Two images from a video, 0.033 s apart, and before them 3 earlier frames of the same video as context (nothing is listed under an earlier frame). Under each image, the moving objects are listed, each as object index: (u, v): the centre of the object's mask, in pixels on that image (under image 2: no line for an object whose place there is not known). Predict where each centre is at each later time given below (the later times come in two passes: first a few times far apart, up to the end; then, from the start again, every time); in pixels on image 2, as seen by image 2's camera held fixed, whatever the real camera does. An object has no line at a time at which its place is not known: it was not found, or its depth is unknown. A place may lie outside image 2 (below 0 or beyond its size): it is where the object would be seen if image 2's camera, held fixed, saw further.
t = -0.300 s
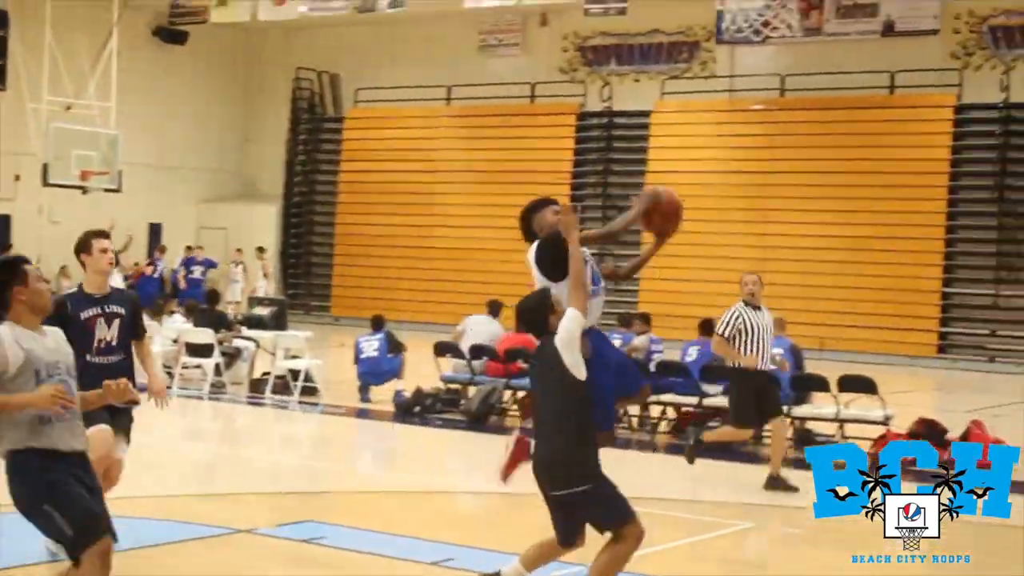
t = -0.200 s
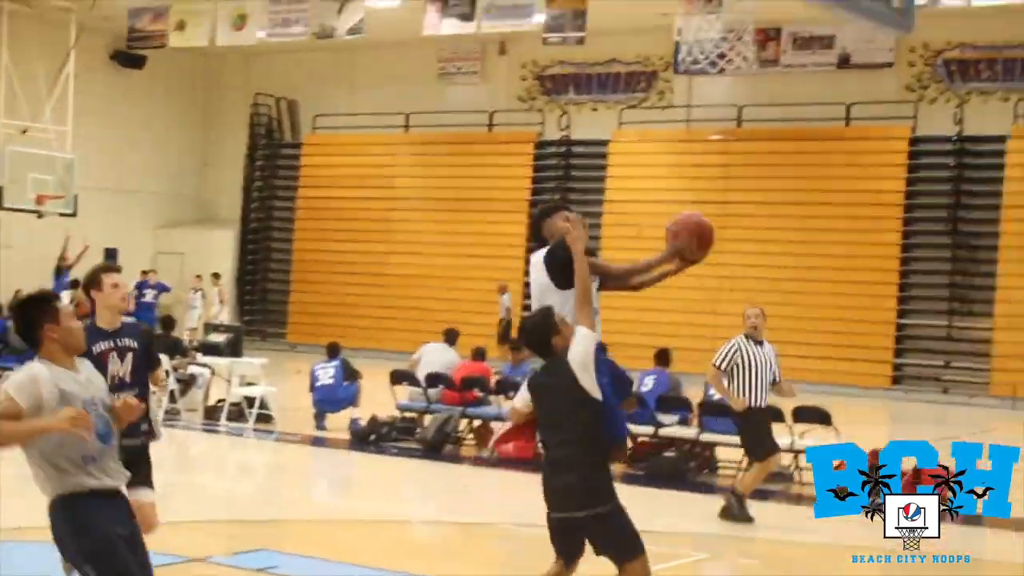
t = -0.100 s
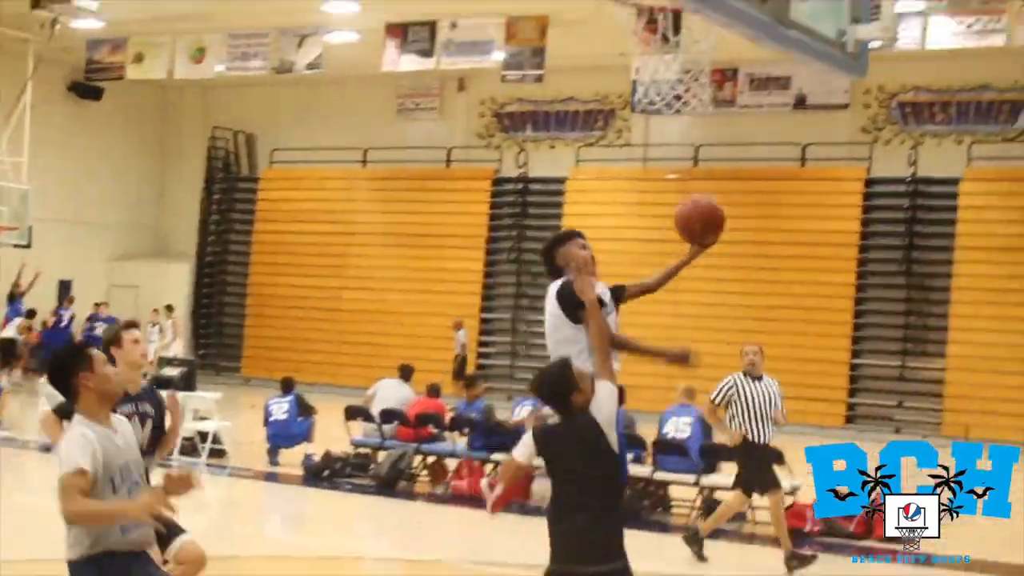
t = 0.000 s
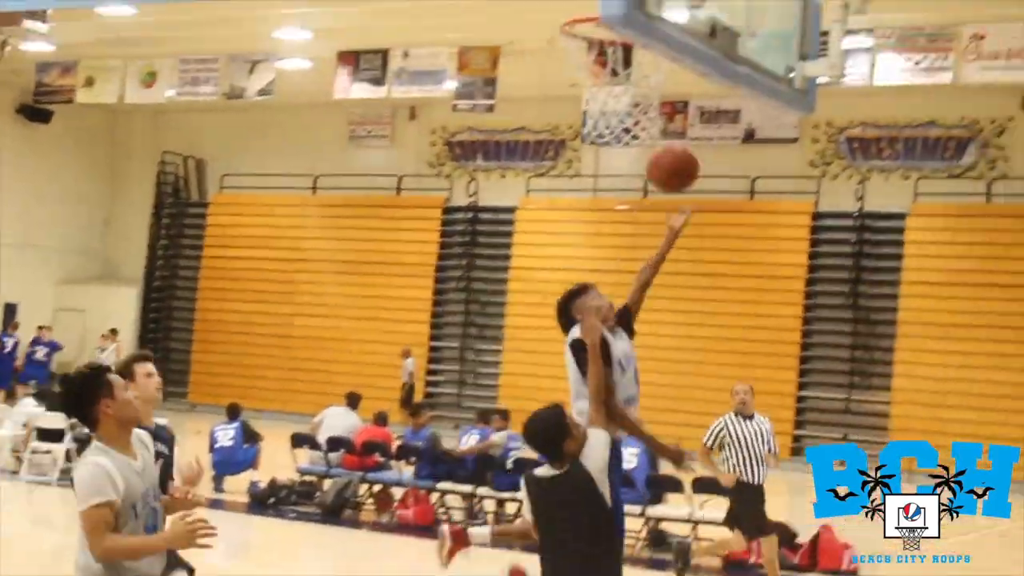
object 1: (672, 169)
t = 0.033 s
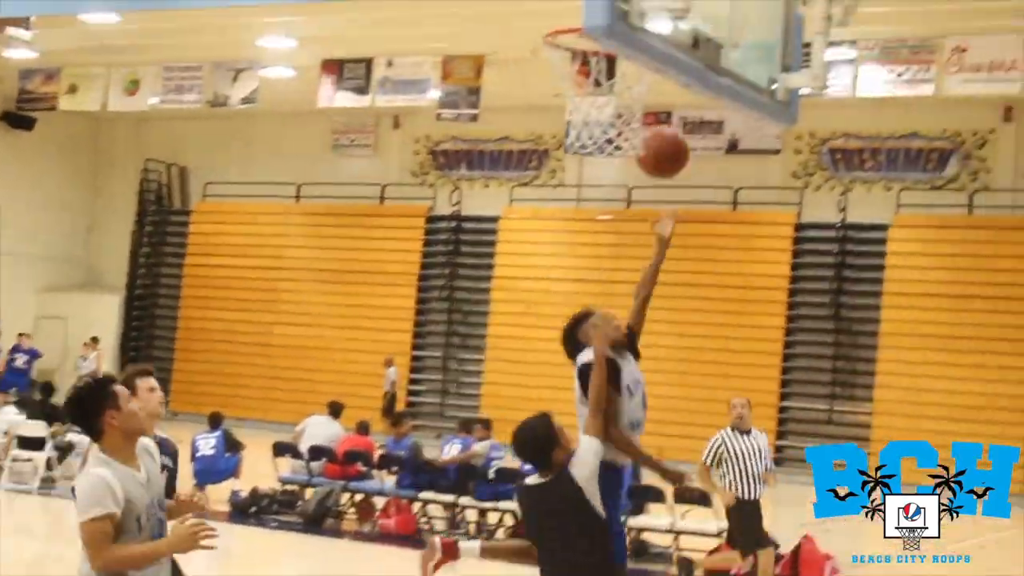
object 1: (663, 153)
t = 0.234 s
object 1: (593, 72)
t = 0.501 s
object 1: (595, 72)
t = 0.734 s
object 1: (557, 93)
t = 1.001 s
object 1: (591, 169)
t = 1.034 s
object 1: (595, 192)
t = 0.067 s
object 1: (670, 130)
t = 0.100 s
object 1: (675, 109)
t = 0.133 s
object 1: (679, 98)
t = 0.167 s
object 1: (595, 71)
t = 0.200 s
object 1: (594, 71)
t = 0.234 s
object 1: (593, 72)
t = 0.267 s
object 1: (597, 71)
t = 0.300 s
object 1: (594, 73)
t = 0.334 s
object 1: (594, 73)
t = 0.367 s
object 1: (594, 72)
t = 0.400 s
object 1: (596, 69)
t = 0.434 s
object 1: (597, 69)
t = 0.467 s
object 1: (594, 71)
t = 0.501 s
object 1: (595, 72)
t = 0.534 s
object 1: (595, 69)
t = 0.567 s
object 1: (592, 65)
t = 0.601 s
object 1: (585, 62)
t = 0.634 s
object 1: (579, 68)
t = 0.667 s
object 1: (565, 80)
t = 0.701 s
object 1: (560, 89)
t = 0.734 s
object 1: (557, 93)
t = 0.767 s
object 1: (559, 97)
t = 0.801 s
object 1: (561, 100)
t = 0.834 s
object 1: (566, 105)
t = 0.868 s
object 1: (571, 114)
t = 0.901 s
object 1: (575, 126)
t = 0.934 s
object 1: (580, 138)
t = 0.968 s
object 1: (584, 154)
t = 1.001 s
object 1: (591, 169)
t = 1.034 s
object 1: (595, 192)
